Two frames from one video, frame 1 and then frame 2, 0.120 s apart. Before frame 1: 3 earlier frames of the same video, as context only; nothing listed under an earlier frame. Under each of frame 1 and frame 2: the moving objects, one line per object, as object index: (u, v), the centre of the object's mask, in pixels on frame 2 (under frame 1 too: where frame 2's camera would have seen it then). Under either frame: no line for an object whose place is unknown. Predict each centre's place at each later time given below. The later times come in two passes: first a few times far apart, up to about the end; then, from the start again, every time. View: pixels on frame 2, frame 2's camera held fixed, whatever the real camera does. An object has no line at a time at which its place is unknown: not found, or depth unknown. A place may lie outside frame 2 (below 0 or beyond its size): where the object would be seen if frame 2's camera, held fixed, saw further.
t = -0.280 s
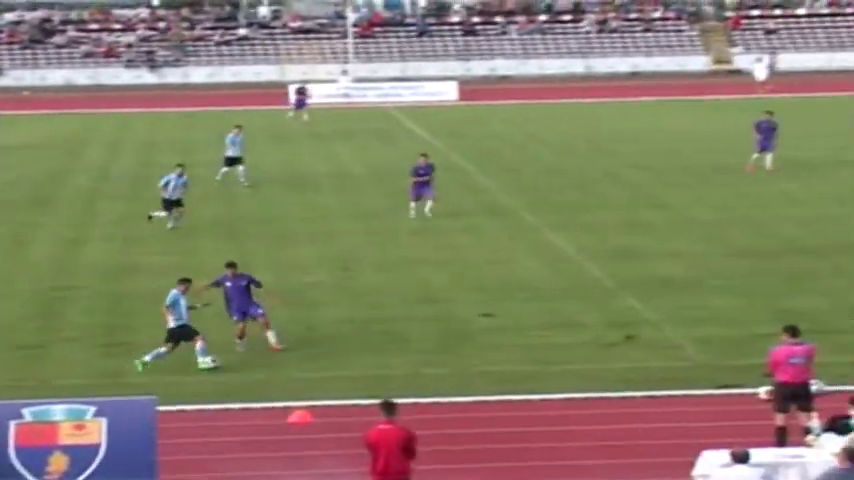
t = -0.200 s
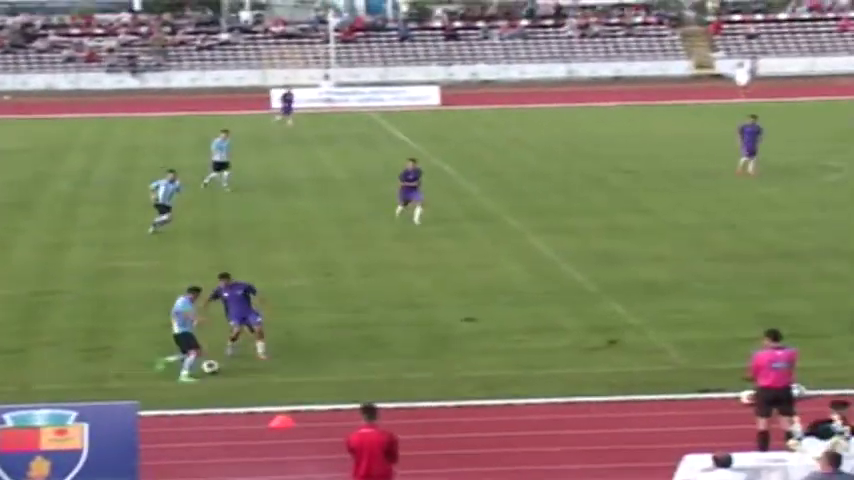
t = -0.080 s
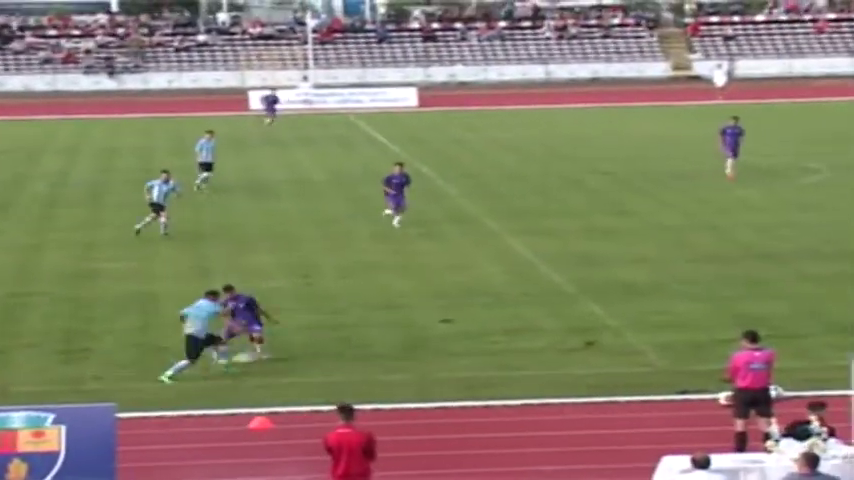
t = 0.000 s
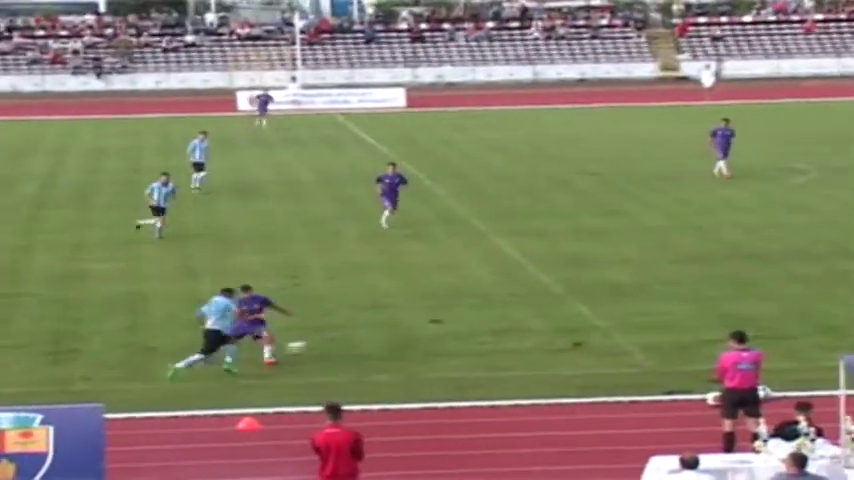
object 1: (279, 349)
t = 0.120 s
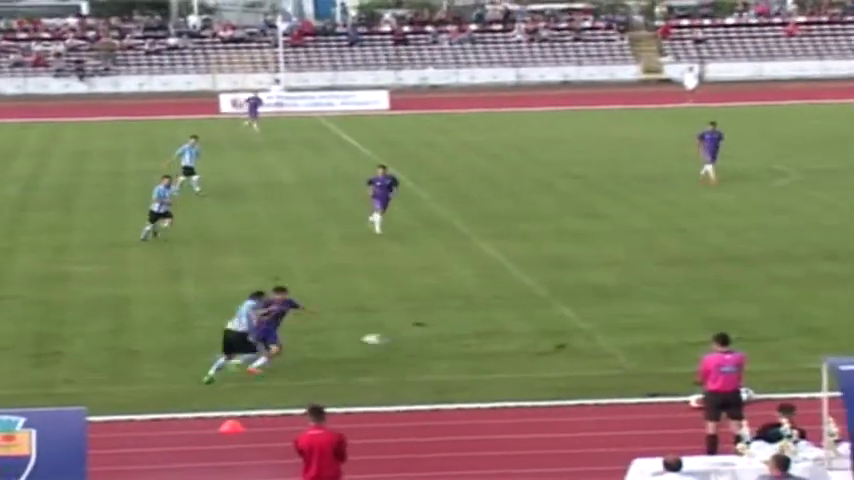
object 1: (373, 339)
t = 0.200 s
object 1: (434, 338)
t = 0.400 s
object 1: (583, 348)
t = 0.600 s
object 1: (702, 333)
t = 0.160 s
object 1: (403, 337)
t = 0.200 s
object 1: (434, 338)
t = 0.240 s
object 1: (464, 339)
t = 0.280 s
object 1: (494, 338)
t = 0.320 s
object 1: (525, 342)
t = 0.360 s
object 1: (554, 345)
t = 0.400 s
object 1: (583, 348)
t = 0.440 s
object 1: (606, 344)
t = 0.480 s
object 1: (629, 339)
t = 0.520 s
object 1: (655, 337)
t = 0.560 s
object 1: (679, 335)
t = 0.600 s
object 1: (702, 333)
